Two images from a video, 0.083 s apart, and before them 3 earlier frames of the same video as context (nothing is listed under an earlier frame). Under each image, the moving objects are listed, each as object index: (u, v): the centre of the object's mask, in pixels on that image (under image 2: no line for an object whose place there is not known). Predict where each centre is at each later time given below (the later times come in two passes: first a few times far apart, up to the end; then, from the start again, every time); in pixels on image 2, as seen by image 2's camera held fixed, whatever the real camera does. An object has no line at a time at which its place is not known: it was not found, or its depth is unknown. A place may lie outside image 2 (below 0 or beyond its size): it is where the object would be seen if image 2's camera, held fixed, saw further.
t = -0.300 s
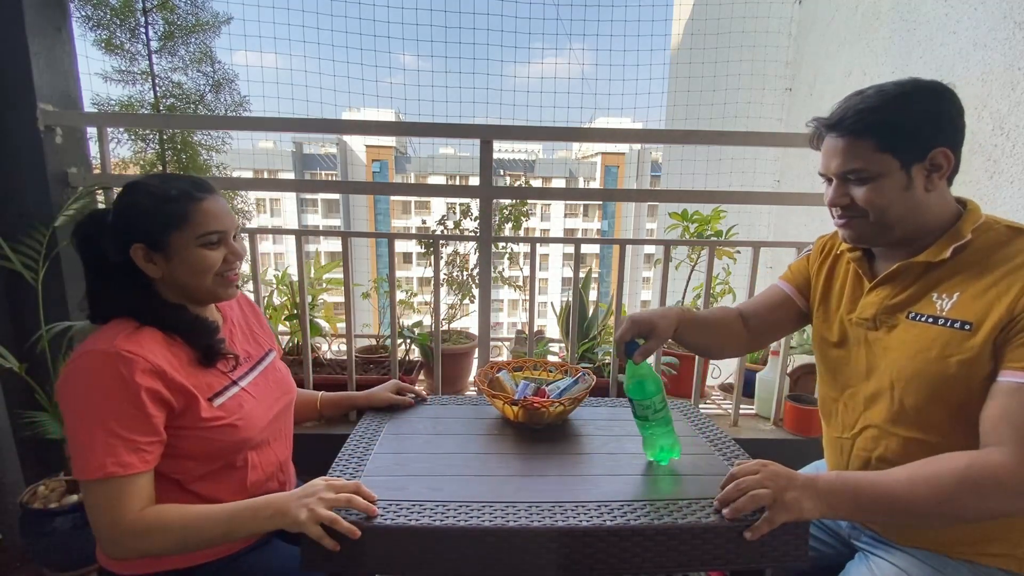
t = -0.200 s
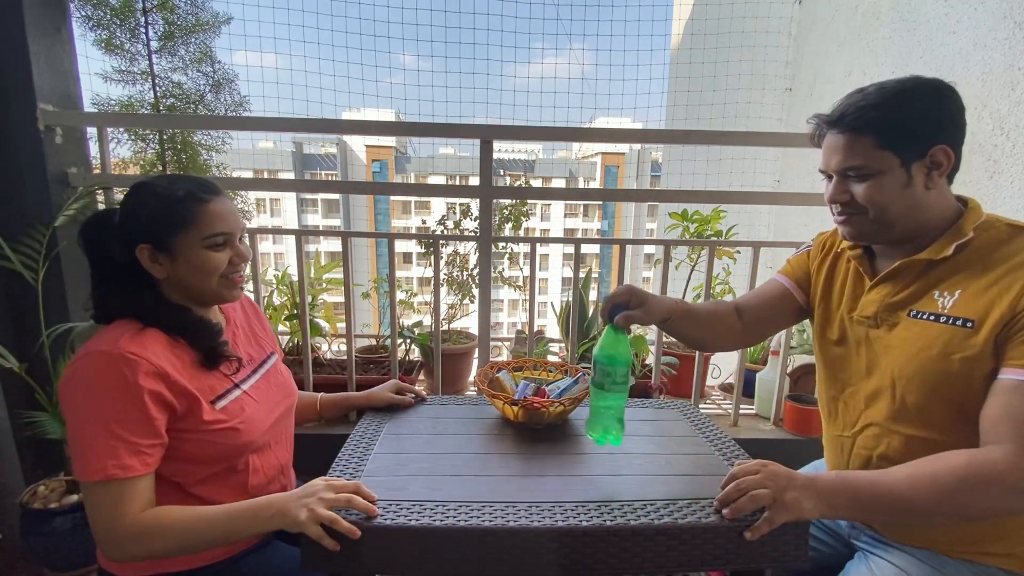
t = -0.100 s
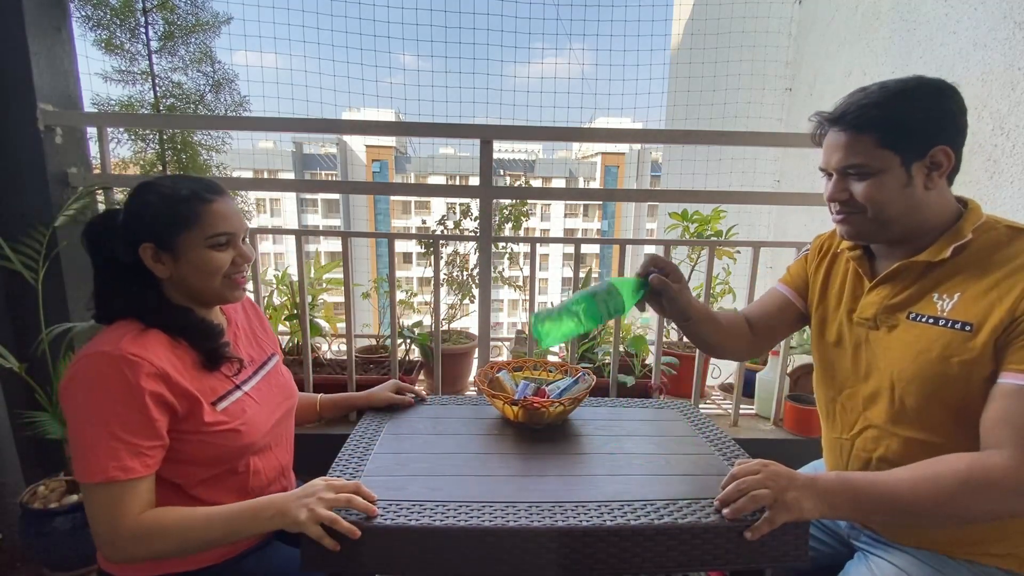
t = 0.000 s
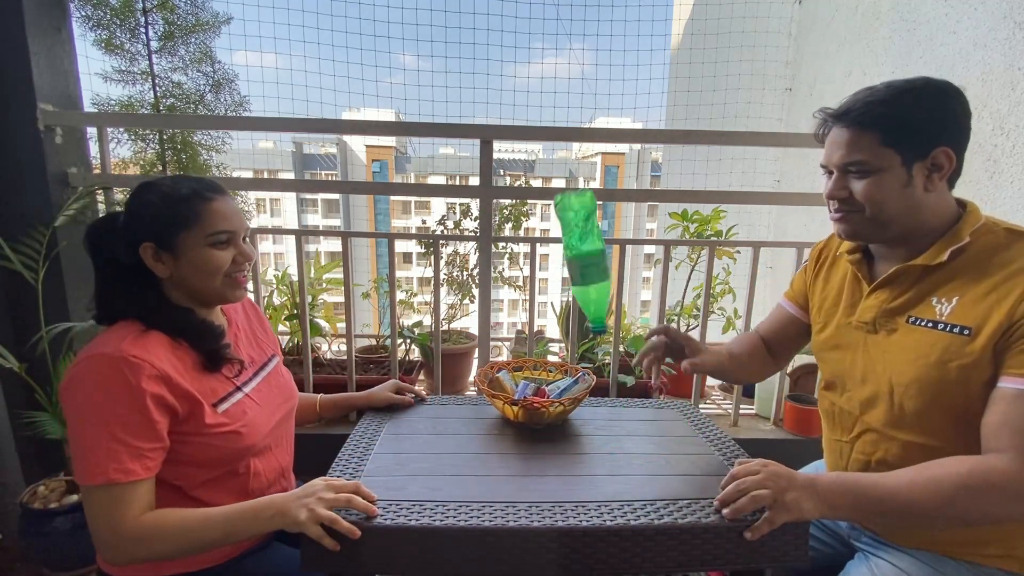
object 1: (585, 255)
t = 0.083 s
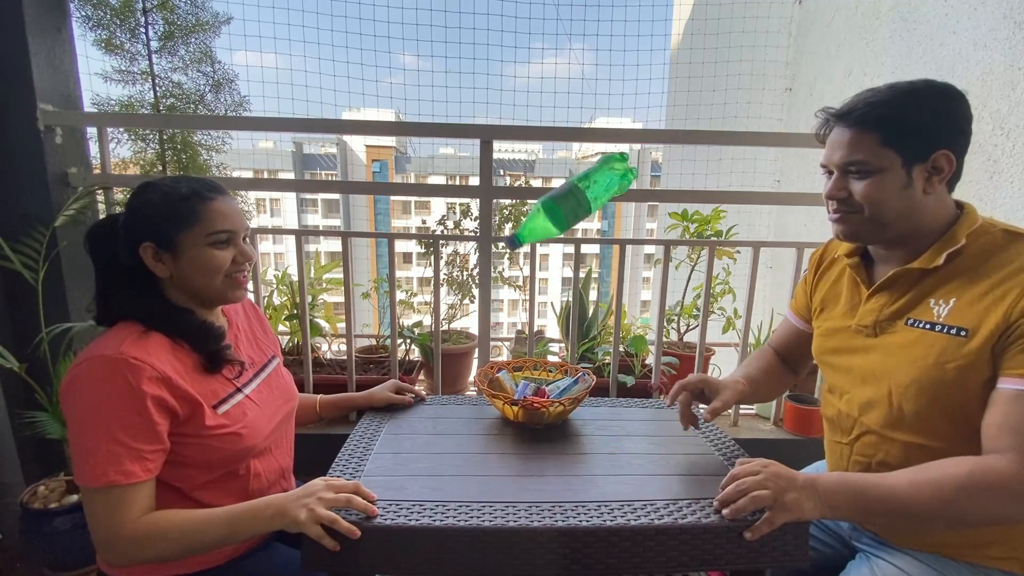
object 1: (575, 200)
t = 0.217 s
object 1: (600, 204)
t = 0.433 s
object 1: (636, 403)
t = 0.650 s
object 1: (668, 432)
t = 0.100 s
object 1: (576, 193)
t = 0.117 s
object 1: (579, 187)
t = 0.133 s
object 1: (581, 184)
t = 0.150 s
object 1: (585, 183)
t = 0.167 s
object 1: (588, 185)
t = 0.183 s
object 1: (592, 189)
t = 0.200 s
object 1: (596, 195)
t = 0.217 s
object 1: (600, 204)
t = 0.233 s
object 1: (603, 214)
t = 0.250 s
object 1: (606, 226)
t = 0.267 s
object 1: (609, 239)
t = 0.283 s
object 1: (612, 254)
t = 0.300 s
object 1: (614, 270)
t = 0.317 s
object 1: (617, 288)
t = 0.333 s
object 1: (620, 307)
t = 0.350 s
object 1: (621, 327)
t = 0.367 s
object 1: (624, 347)
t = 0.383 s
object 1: (625, 370)
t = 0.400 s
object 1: (627, 392)
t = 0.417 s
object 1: (630, 407)
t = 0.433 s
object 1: (636, 403)
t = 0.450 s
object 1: (641, 400)
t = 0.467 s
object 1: (643, 402)
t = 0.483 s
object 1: (644, 404)
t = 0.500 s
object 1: (647, 405)
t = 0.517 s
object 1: (649, 406)
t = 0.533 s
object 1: (651, 409)
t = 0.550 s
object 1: (654, 411)
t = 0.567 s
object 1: (657, 415)
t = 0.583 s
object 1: (659, 420)
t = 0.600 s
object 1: (662, 425)
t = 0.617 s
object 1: (664, 431)
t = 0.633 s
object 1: (666, 434)
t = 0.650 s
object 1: (668, 432)
